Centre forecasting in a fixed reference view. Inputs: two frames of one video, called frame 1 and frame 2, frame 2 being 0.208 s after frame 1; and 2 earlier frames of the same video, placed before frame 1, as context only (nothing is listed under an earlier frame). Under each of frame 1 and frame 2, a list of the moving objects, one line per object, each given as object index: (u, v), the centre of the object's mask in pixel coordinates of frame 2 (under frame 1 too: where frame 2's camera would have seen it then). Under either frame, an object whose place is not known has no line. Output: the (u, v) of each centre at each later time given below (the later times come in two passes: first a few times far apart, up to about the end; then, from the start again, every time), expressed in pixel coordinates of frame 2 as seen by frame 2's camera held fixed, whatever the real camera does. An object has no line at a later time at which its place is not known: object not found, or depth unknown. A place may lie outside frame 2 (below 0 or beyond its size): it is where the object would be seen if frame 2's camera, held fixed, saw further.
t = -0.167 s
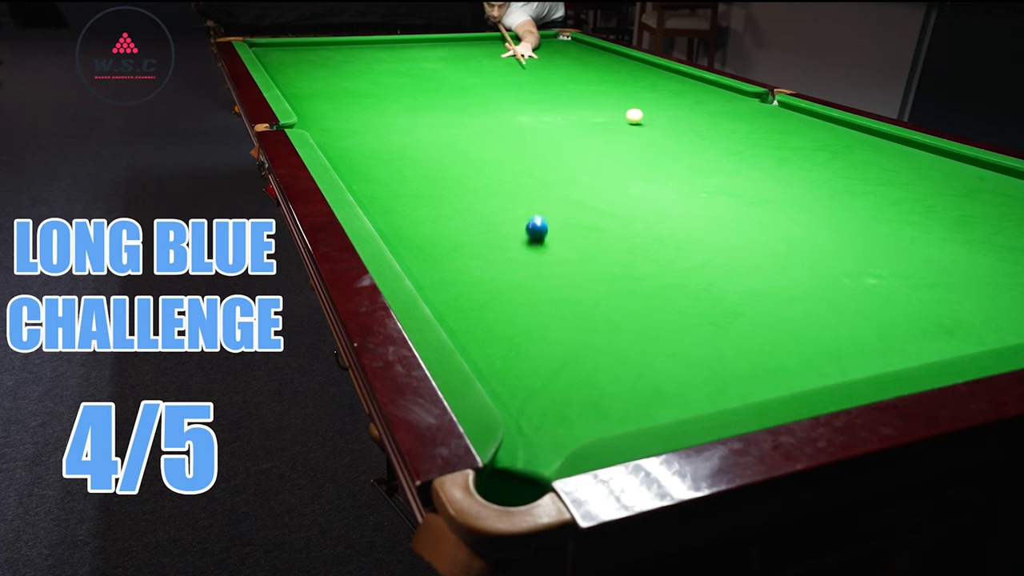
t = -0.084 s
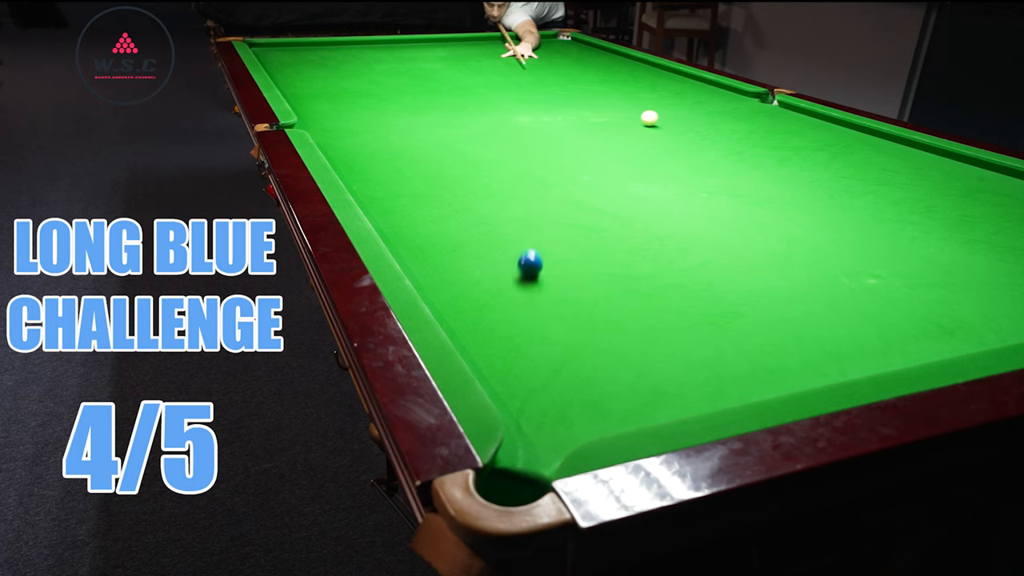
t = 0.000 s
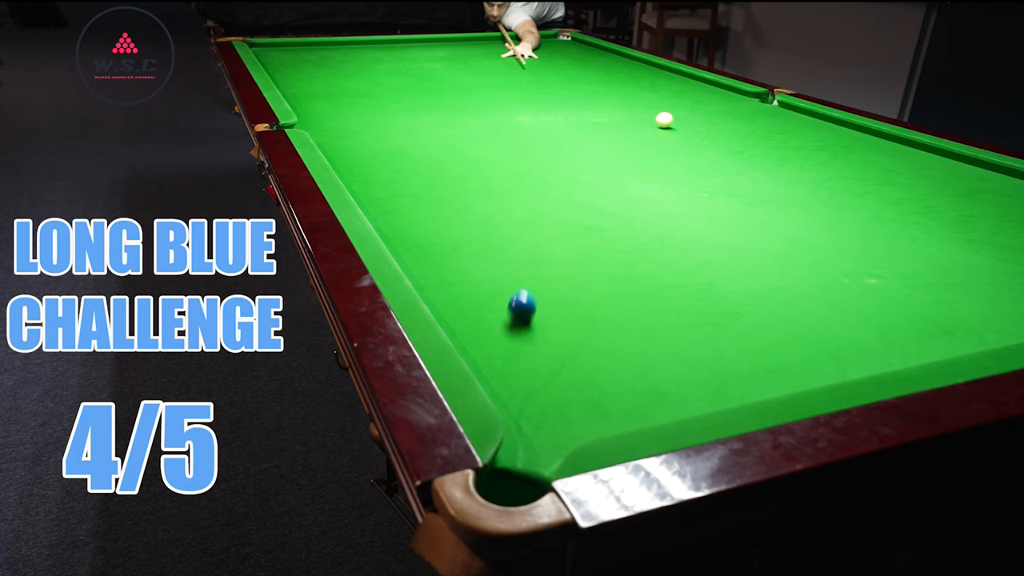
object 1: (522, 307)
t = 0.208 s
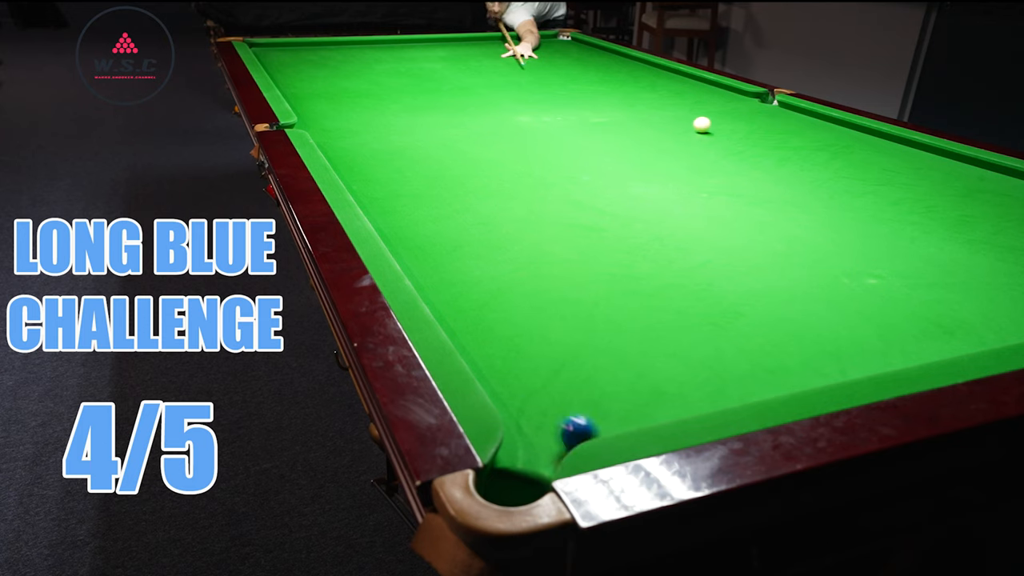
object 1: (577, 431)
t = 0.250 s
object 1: (573, 409)
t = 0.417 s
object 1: (549, 329)
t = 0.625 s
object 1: (528, 267)
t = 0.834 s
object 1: (513, 222)
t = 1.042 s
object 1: (502, 187)
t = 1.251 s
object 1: (494, 160)
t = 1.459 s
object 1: (487, 138)
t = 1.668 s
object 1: (482, 121)
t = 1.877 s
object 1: (478, 106)
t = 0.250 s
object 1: (573, 409)
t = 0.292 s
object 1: (566, 384)
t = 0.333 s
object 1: (560, 362)
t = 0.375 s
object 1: (554, 344)
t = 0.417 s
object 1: (549, 329)
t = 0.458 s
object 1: (544, 315)
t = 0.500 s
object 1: (540, 302)
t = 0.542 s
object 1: (536, 289)
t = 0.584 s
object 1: (532, 278)
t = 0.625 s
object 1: (528, 267)
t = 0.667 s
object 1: (525, 257)
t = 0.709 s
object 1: (521, 247)
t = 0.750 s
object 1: (518, 238)
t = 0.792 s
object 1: (516, 230)
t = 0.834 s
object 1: (513, 222)
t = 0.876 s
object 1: (511, 214)
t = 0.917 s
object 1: (508, 207)
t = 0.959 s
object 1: (506, 200)
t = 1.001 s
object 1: (504, 193)
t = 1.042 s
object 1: (502, 187)
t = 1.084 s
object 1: (500, 181)
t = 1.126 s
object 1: (498, 176)
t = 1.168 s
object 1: (497, 170)
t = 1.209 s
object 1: (495, 165)
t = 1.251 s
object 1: (494, 160)
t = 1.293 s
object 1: (492, 156)
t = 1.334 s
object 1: (491, 151)
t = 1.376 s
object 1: (490, 147)
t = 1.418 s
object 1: (488, 143)
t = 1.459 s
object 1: (487, 138)
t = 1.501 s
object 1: (486, 135)
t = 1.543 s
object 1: (485, 131)
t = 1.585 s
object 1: (484, 127)
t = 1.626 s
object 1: (483, 124)
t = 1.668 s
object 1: (482, 121)
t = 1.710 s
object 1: (481, 117)
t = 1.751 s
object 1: (480, 114)
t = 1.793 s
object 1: (480, 111)
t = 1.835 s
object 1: (479, 108)
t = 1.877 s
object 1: (478, 106)
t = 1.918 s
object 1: (477, 103)
